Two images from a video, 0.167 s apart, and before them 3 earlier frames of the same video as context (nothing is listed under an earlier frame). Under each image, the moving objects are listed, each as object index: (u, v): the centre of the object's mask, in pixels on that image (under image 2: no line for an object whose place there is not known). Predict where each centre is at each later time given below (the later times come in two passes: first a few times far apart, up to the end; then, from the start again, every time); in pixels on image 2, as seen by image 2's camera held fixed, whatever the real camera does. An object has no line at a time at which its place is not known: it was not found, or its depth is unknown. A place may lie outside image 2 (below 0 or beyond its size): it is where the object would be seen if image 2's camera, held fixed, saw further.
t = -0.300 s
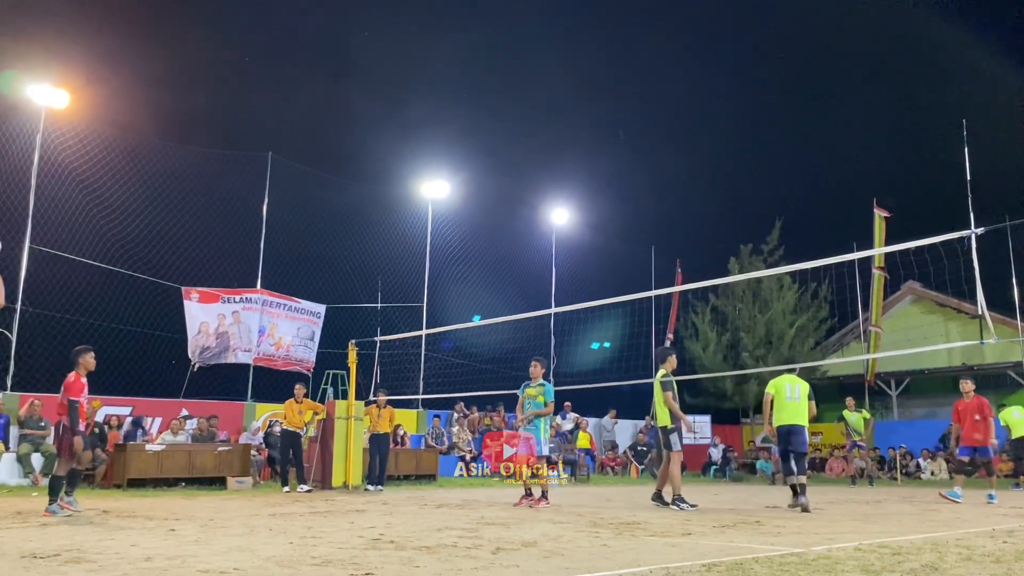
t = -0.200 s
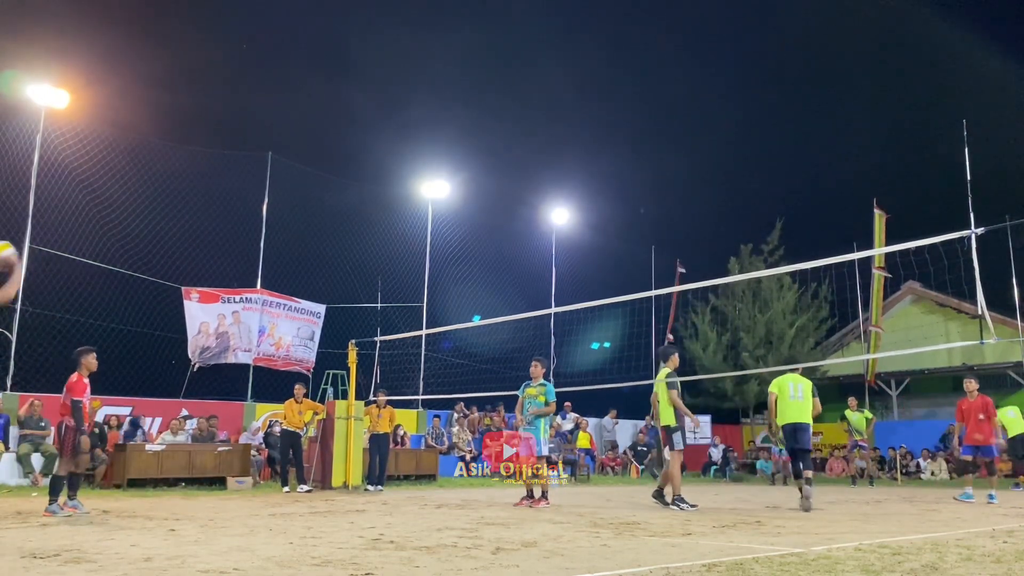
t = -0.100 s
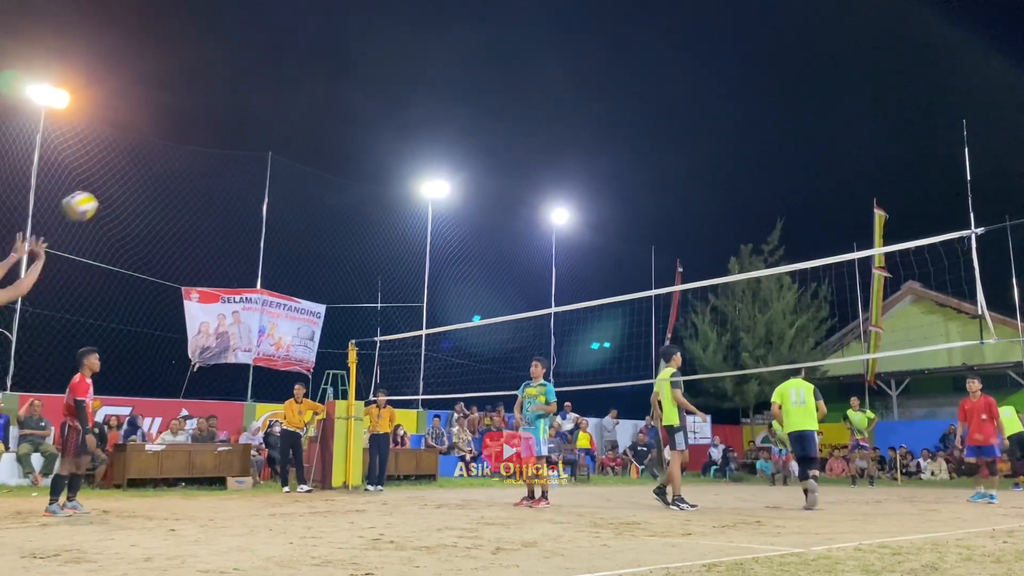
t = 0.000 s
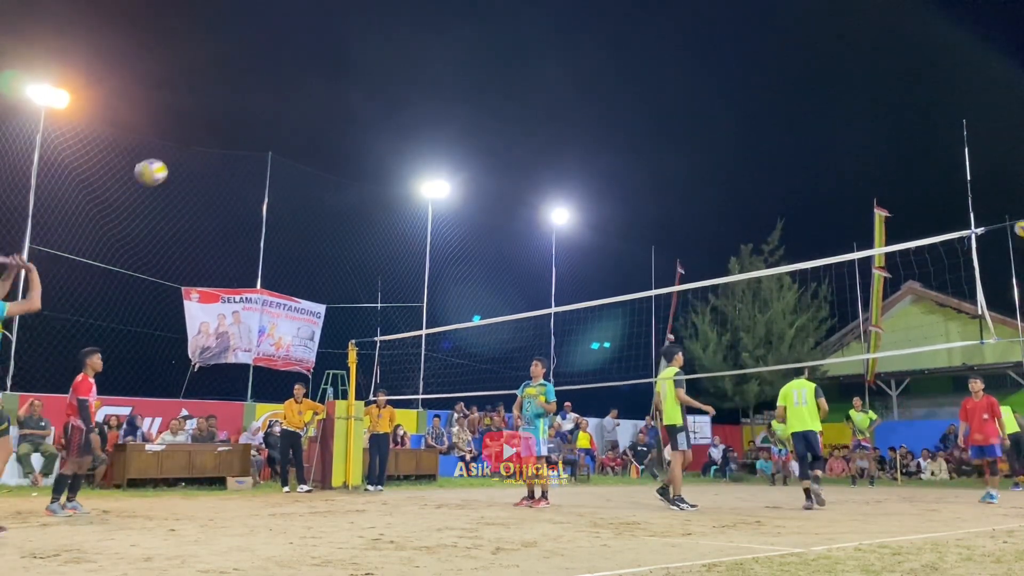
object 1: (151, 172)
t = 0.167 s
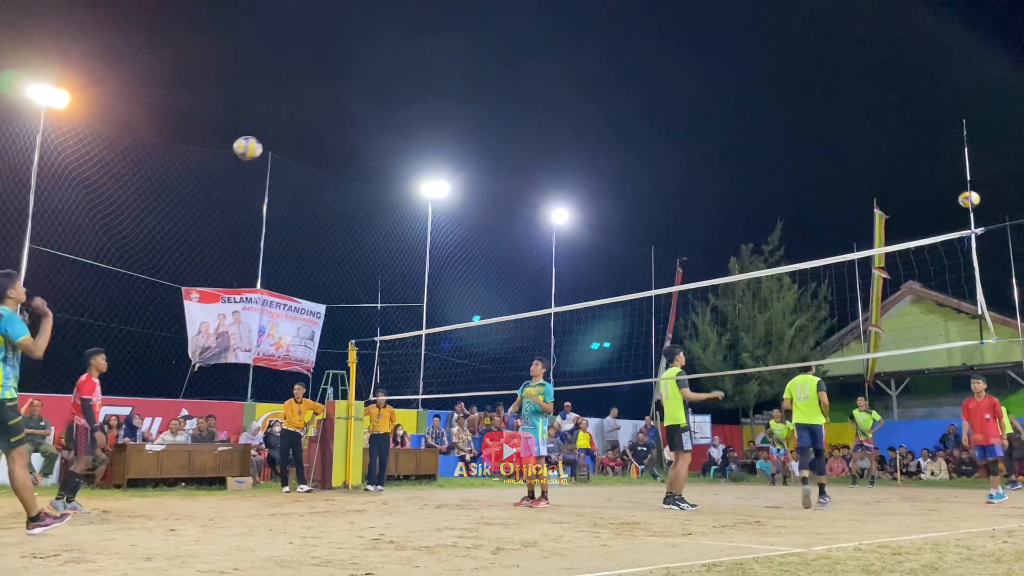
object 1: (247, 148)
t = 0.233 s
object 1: (280, 148)
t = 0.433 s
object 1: (363, 171)
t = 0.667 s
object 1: (438, 235)
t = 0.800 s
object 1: (473, 285)
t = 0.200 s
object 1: (264, 148)
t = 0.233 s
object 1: (280, 148)
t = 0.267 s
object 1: (295, 149)
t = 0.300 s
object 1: (310, 152)
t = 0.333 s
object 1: (324, 155)
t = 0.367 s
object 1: (337, 160)
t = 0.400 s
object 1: (350, 165)
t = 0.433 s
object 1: (363, 171)
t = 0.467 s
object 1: (374, 178)
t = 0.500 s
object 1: (386, 186)
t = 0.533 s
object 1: (397, 194)
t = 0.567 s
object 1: (407, 203)
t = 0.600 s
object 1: (418, 213)
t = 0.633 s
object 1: (427, 223)
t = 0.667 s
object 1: (438, 235)
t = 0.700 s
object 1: (446, 246)
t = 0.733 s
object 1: (455, 259)
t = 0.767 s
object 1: (464, 272)
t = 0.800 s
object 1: (473, 285)
